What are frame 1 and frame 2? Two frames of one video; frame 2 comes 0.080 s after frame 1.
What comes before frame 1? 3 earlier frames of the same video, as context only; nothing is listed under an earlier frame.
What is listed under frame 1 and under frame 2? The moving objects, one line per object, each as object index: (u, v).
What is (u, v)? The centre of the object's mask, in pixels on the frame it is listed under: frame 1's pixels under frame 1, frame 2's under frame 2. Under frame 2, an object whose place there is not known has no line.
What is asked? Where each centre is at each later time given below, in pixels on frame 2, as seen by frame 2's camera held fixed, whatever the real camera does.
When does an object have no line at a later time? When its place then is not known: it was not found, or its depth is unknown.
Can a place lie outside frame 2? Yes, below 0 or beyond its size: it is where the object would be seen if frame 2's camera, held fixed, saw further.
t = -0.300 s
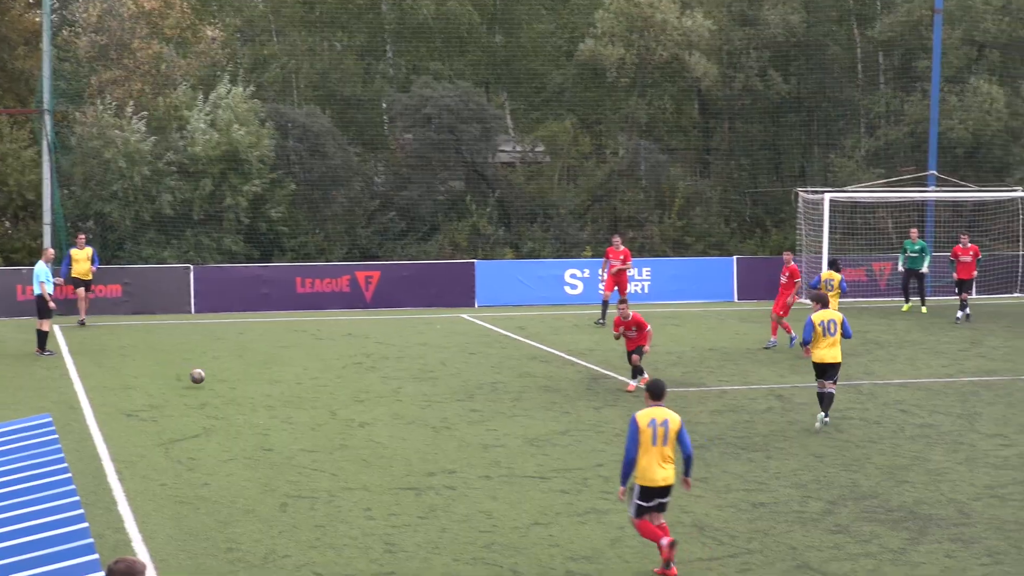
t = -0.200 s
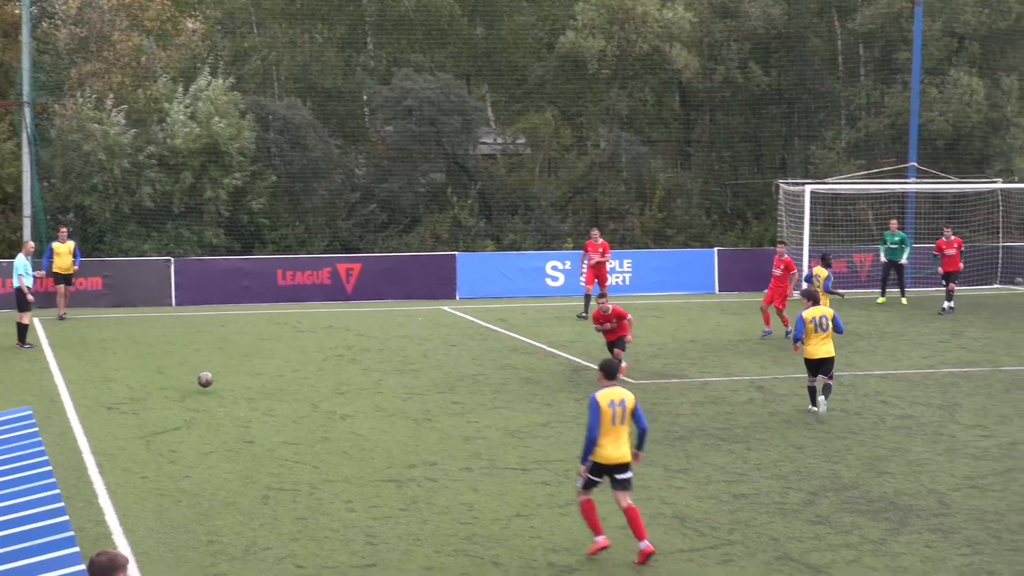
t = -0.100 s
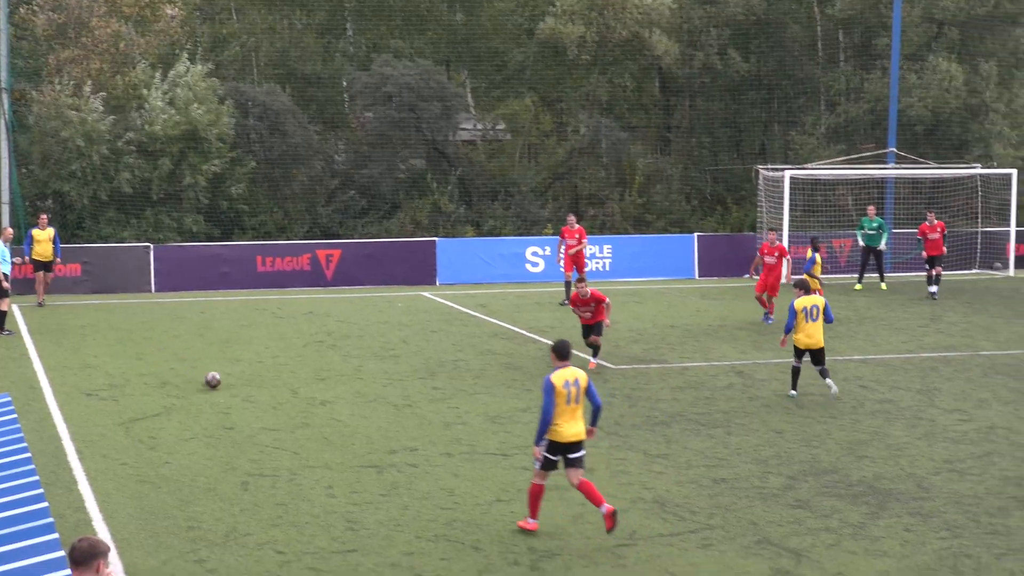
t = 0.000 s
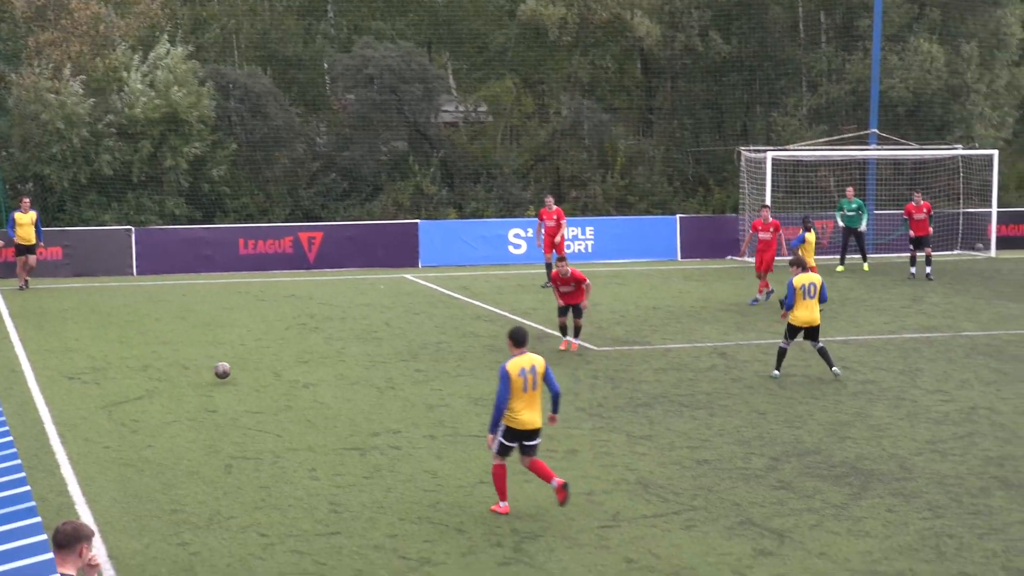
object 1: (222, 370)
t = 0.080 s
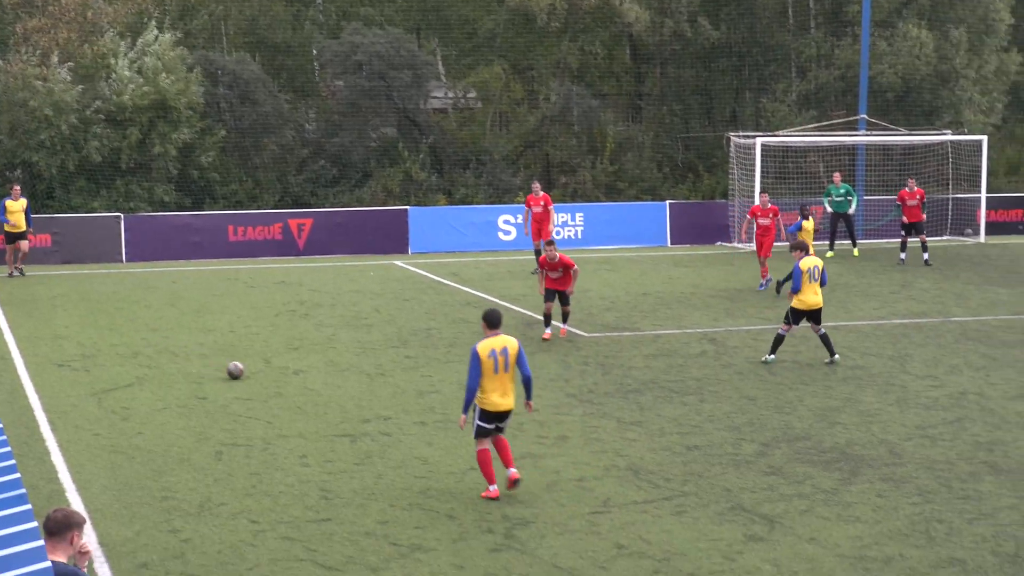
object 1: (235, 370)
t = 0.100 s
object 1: (240, 373)
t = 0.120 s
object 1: (246, 373)
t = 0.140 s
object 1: (250, 374)
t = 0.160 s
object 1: (255, 375)
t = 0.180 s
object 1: (261, 376)
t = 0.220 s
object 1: (272, 382)
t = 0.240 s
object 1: (277, 383)
